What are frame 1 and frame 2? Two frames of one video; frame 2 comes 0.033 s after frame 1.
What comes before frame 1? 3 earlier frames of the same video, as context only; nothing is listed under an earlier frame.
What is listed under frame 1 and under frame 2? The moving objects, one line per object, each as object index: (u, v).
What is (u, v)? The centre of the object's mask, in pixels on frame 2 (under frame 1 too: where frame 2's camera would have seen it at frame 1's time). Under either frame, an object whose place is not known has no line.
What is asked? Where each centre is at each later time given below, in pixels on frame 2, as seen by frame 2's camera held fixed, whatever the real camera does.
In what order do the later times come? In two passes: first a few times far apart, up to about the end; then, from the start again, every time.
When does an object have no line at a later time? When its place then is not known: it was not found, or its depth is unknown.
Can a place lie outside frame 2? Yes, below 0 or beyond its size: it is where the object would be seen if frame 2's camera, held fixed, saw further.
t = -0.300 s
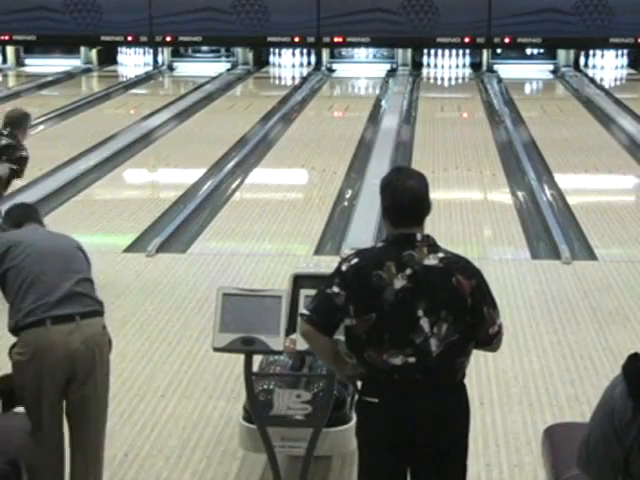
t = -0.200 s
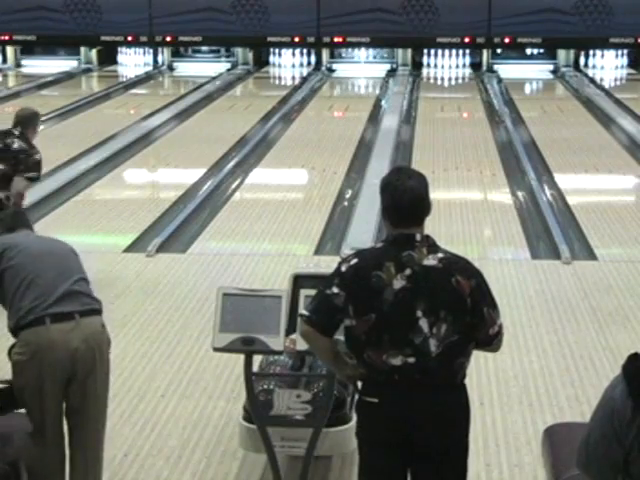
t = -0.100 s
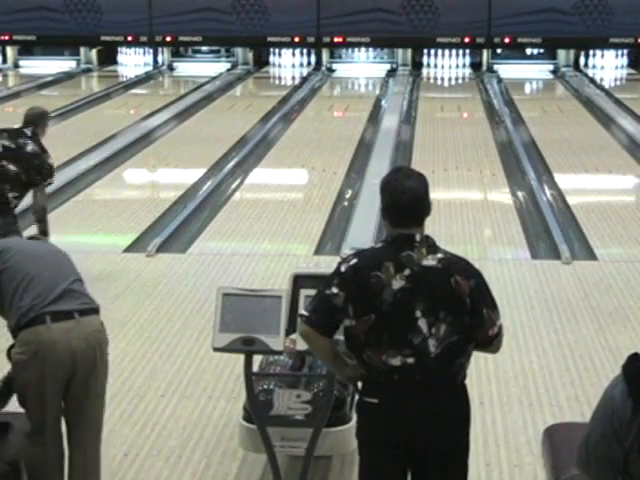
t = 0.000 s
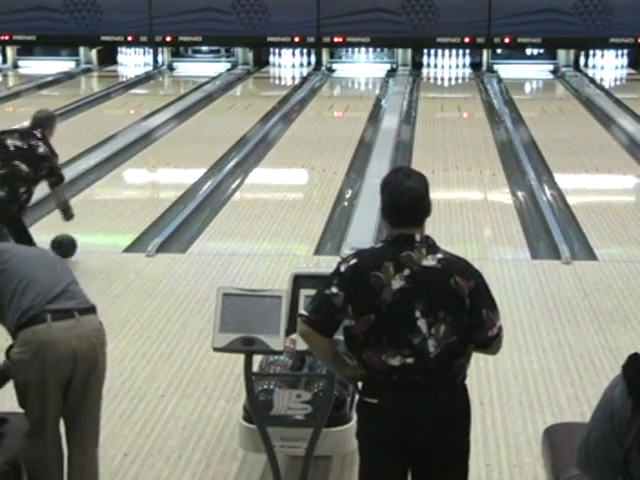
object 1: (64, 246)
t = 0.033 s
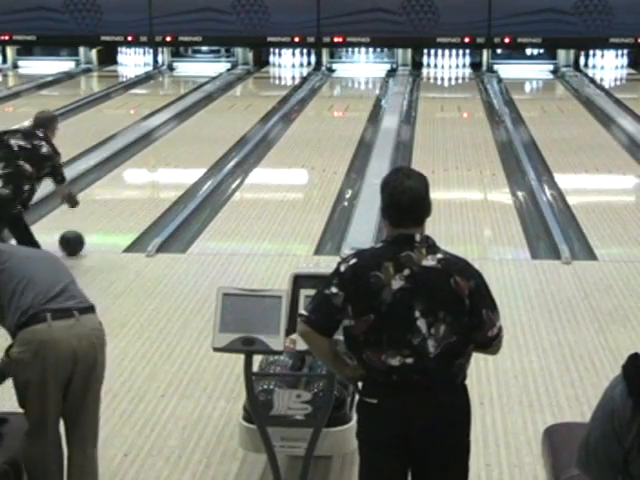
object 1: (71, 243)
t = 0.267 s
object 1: (118, 207)
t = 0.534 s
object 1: (158, 176)
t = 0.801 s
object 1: (189, 152)
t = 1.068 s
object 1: (213, 132)
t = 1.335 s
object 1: (232, 117)
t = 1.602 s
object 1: (249, 104)
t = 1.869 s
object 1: (261, 92)
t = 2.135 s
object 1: (272, 83)
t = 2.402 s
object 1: (279, 75)
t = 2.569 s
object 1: (283, 71)
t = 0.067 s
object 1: (78, 237)
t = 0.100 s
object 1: (86, 231)
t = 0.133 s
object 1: (93, 227)
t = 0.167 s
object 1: (99, 221)
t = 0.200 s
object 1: (106, 216)
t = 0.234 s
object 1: (112, 212)
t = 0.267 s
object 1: (118, 207)
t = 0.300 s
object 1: (123, 203)
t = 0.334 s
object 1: (129, 198)
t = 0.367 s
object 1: (134, 194)
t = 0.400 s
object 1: (139, 190)
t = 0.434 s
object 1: (144, 187)
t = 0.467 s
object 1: (149, 183)
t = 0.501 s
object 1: (153, 180)
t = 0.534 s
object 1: (158, 176)
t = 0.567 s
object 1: (162, 172)
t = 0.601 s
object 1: (166, 169)
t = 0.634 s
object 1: (170, 165)
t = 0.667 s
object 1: (174, 163)
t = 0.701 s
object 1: (178, 160)
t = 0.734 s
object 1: (182, 157)
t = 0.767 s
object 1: (185, 154)
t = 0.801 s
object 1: (189, 152)
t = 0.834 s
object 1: (192, 149)
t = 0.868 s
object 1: (195, 147)
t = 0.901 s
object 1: (198, 144)
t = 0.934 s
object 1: (202, 142)
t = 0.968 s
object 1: (204, 139)
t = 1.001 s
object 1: (207, 137)
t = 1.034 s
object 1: (210, 134)
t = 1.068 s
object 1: (213, 132)
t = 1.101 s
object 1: (216, 130)
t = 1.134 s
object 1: (218, 128)
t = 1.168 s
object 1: (221, 126)
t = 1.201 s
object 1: (223, 124)
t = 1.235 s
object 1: (226, 122)
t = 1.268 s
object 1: (228, 120)
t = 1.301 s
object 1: (230, 119)
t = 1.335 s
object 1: (232, 117)
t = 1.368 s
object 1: (234, 115)
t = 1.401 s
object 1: (237, 113)
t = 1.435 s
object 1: (239, 112)
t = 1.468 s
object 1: (241, 110)
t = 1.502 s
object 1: (243, 108)
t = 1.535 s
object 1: (245, 107)
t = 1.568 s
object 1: (247, 105)
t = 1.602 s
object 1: (249, 104)
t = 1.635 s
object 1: (250, 102)
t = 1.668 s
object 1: (252, 100)
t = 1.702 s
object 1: (254, 99)
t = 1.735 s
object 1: (255, 98)
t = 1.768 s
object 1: (257, 96)
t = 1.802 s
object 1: (259, 95)
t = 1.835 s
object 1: (260, 93)
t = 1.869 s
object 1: (261, 92)
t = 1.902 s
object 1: (262, 91)
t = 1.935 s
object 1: (264, 90)
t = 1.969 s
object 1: (265, 88)
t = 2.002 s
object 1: (267, 87)
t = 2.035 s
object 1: (268, 86)
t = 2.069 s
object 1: (269, 85)
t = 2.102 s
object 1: (270, 84)
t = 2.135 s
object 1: (272, 83)
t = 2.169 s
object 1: (273, 82)
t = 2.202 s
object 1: (275, 81)
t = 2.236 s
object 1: (275, 80)
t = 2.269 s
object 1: (276, 79)
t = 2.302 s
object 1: (277, 78)
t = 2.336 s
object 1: (278, 77)
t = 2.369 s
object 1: (279, 76)
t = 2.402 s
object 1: (279, 75)
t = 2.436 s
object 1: (280, 74)
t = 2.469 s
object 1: (281, 73)
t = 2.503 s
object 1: (282, 72)
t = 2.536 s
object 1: (283, 72)
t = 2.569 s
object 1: (283, 71)
